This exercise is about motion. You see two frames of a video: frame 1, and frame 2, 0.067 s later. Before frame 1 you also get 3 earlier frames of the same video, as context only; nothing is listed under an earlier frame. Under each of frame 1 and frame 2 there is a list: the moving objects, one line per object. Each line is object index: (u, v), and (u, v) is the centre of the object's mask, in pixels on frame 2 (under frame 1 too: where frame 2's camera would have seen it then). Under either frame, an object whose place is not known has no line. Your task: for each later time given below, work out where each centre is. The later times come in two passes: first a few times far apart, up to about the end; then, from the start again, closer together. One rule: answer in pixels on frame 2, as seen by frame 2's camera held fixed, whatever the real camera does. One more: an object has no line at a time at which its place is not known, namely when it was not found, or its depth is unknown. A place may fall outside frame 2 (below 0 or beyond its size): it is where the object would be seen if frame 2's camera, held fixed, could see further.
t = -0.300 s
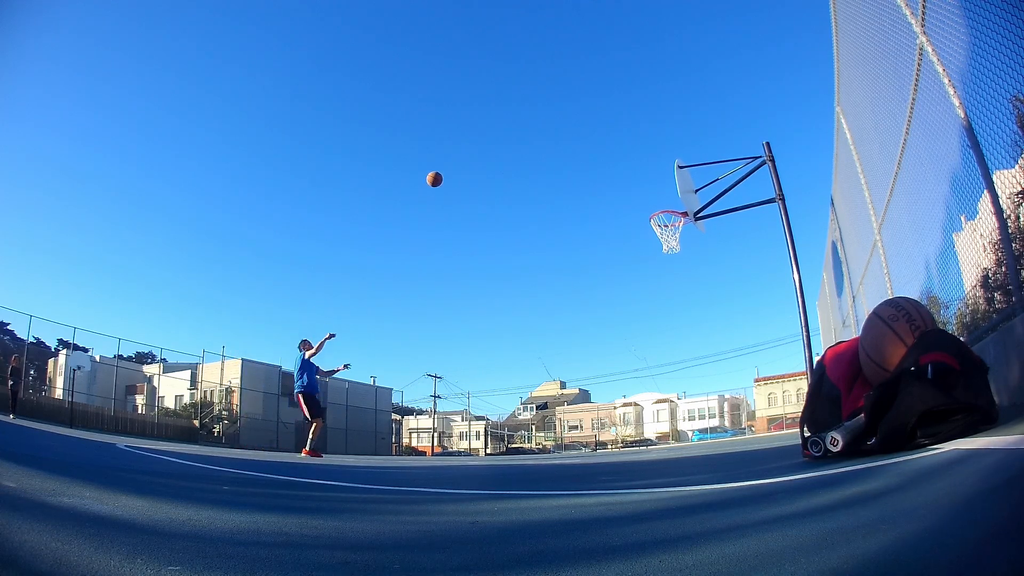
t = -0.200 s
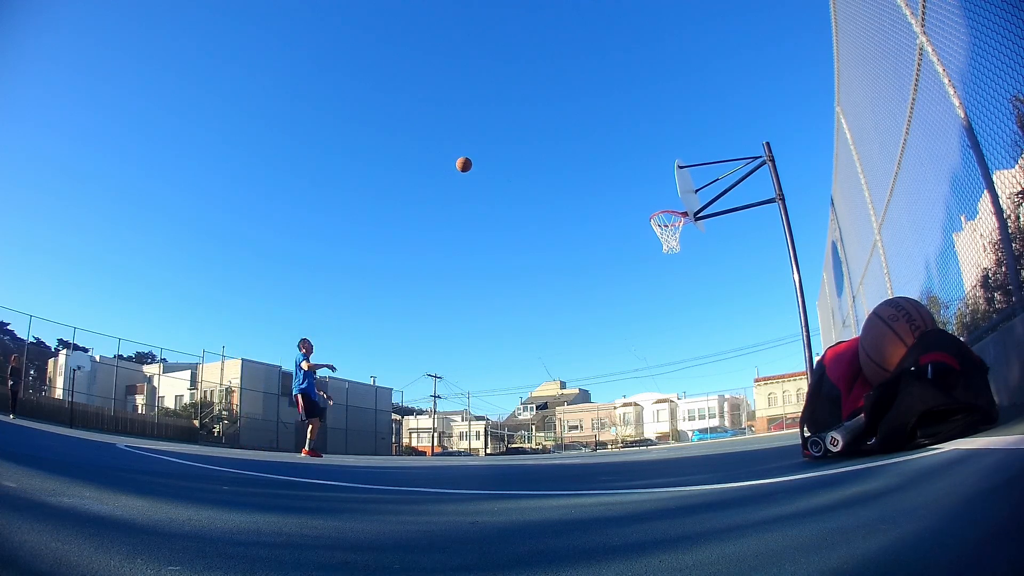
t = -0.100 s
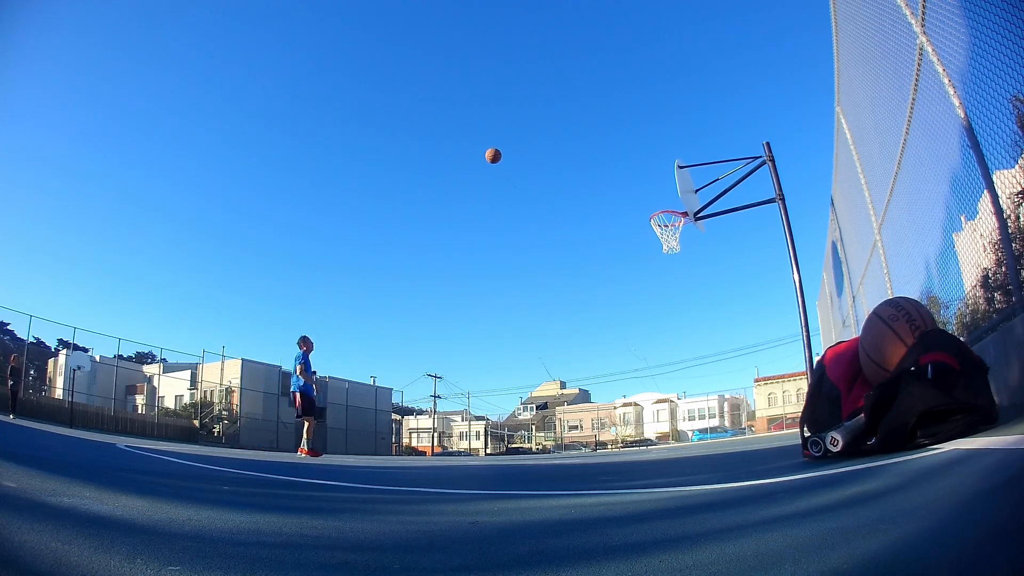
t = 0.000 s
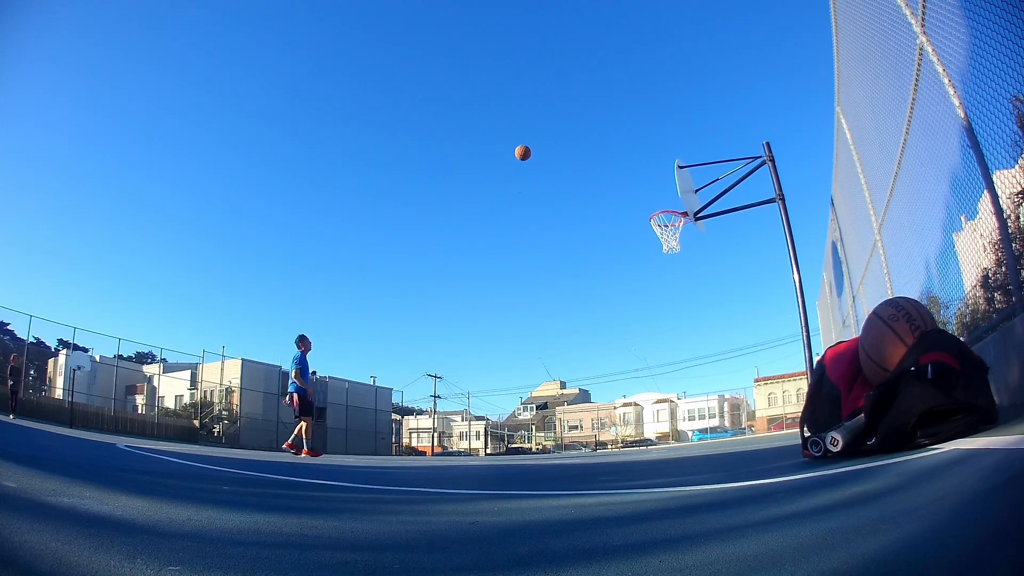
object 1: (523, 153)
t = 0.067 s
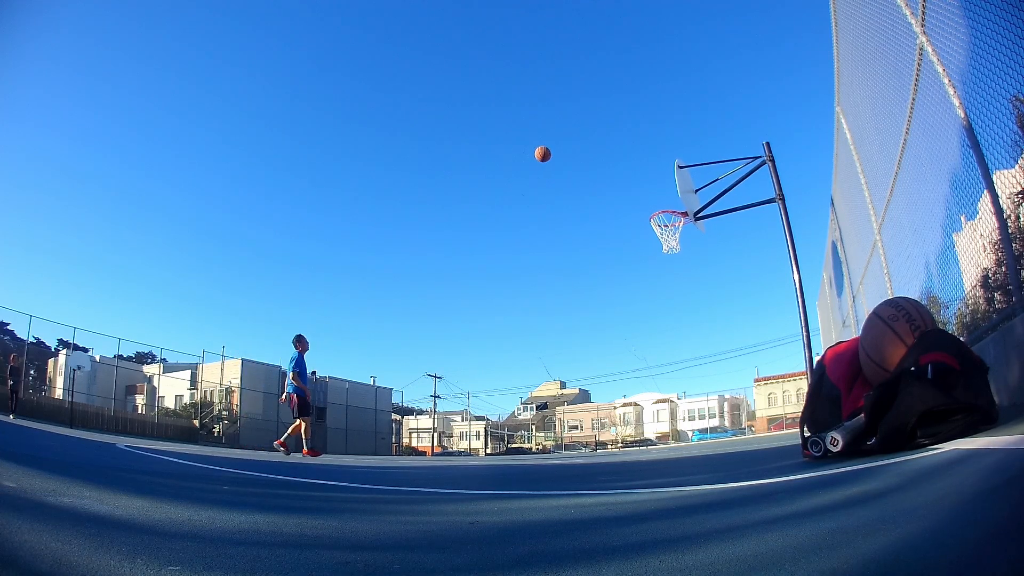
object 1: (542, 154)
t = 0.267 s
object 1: (605, 175)
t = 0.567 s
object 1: (673, 243)
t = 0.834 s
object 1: (667, 315)
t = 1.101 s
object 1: (658, 428)
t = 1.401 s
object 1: (607, 314)
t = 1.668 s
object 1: (560, 274)
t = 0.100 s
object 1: (553, 156)
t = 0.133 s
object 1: (563, 158)
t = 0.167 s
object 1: (573, 161)
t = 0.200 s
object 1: (583, 165)
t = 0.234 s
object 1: (594, 170)
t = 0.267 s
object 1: (605, 175)
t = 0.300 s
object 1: (615, 181)
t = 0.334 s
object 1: (626, 187)
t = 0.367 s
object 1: (637, 195)
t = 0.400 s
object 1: (648, 203)
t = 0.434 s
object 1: (660, 212)
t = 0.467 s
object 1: (671, 222)
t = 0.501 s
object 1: (674, 229)
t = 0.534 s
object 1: (673, 236)
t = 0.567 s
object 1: (673, 243)
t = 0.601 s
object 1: (671, 247)
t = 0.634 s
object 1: (670, 253)
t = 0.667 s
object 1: (669, 261)
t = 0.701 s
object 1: (669, 269)
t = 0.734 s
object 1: (668, 279)
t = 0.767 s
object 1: (668, 290)
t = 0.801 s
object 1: (667, 302)
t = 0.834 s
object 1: (667, 315)
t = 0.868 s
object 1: (666, 329)
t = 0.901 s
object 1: (666, 345)
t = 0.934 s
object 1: (666, 363)
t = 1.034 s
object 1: (664, 423)
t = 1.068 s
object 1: (663, 444)
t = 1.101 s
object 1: (658, 428)
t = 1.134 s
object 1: (652, 412)
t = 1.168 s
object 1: (647, 397)
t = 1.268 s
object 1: (630, 356)
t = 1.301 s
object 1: (624, 344)
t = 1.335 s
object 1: (619, 333)
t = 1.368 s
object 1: (613, 323)
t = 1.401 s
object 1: (607, 314)
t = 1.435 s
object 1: (601, 306)
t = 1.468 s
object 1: (595, 298)
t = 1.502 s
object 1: (589, 292)
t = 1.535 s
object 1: (583, 287)
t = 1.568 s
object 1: (577, 282)
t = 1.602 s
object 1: (571, 279)
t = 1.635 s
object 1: (566, 276)
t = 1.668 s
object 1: (560, 274)
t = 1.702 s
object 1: (554, 274)
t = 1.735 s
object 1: (548, 274)
